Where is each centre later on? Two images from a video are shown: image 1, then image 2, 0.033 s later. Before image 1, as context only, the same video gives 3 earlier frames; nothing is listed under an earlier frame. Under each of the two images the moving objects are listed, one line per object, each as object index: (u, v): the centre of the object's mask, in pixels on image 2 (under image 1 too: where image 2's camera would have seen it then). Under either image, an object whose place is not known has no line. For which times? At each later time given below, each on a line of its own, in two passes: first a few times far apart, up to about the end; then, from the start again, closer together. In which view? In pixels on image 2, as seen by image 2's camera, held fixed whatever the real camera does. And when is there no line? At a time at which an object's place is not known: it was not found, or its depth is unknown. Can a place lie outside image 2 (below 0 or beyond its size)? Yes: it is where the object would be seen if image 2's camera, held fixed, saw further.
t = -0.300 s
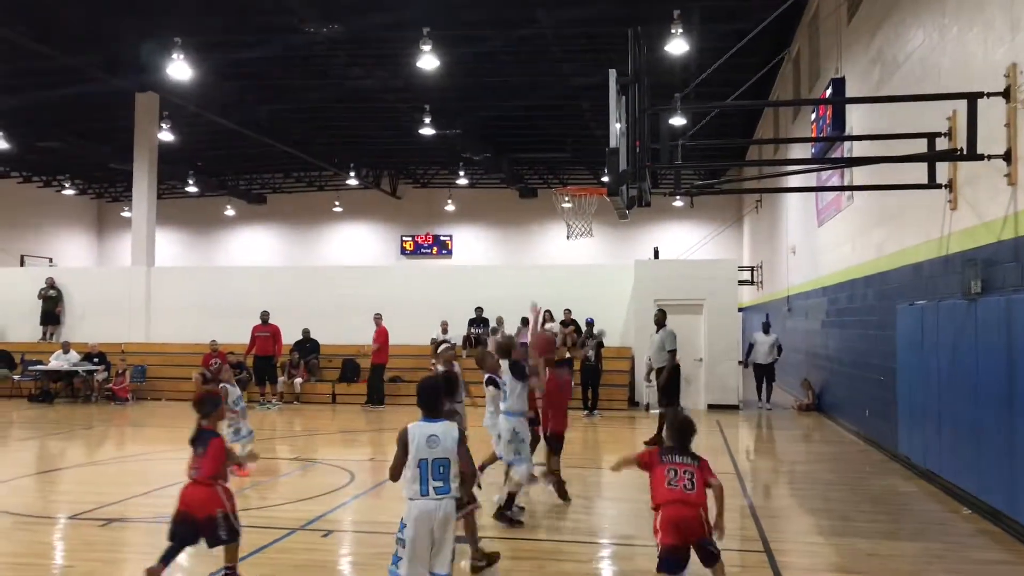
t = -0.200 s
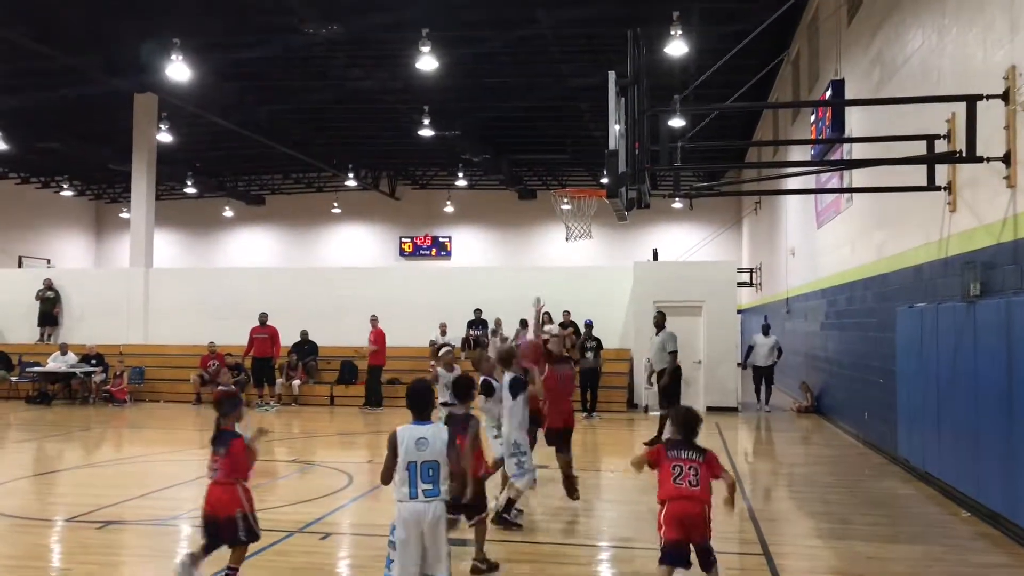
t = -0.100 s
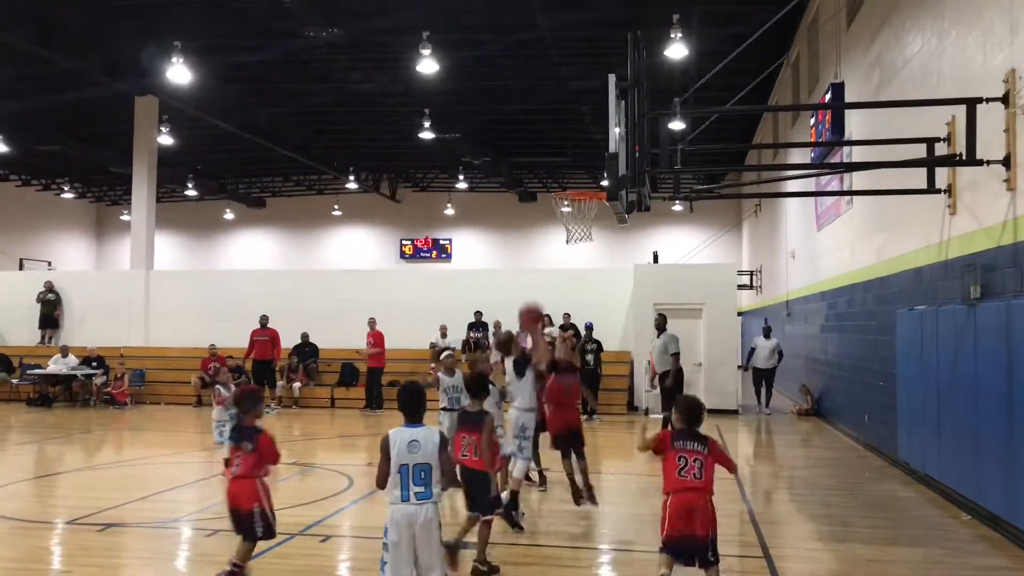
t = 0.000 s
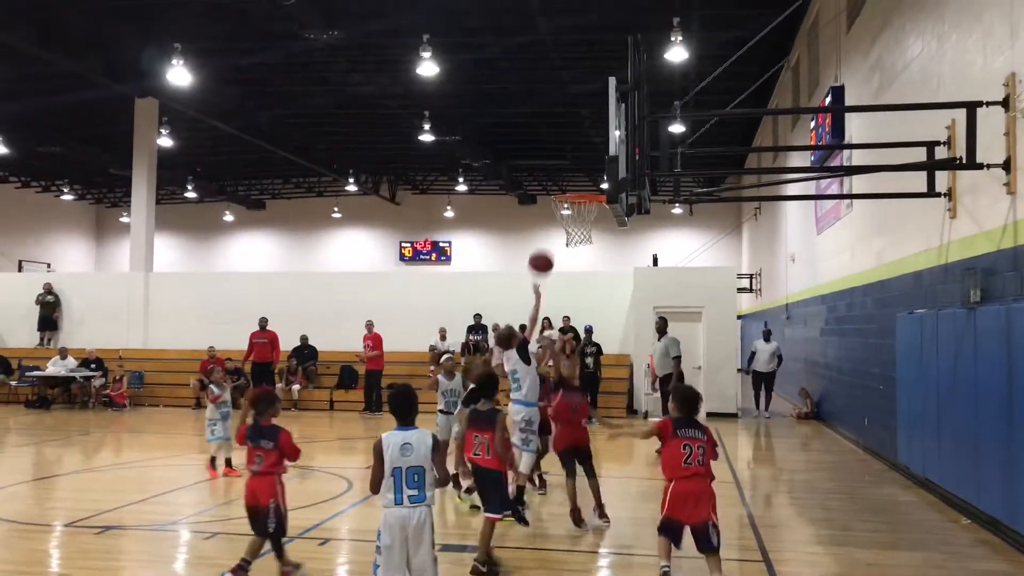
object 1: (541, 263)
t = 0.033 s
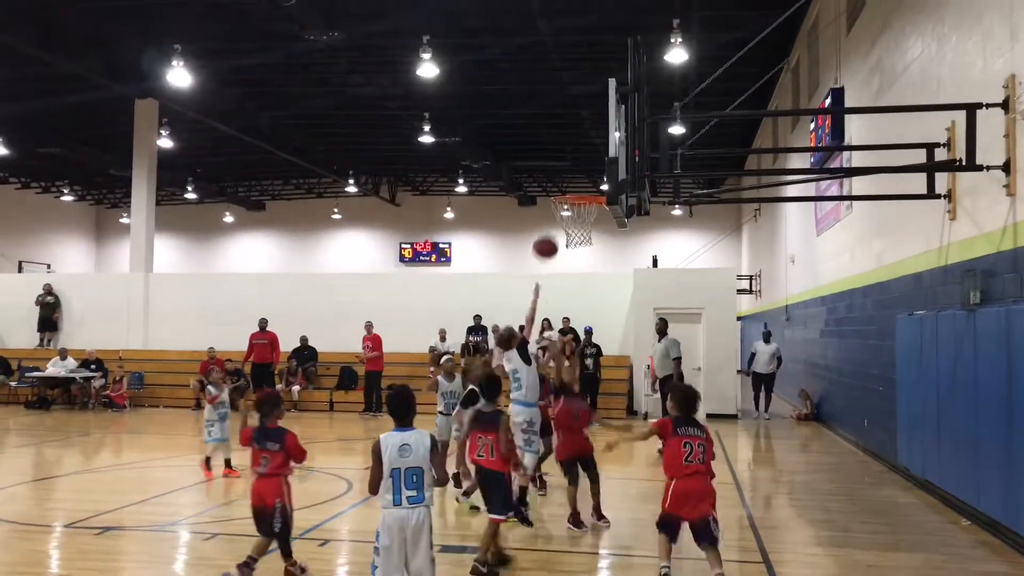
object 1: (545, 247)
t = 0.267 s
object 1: (579, 168)
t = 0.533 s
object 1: (597, 153)
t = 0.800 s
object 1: (579, 210)
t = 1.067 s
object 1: (562, 292)
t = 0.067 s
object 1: (551, 232)
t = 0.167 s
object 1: (564, 194)
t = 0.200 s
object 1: (568, 184)
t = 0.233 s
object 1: (573, 175)
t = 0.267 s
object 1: (579, 168)
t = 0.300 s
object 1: (581, 163)
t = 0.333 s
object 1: (585, 159)
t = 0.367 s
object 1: (589, 155)
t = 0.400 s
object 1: (593, 152)
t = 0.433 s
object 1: (597, 151)
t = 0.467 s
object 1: (599, 151)
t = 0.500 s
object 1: (599, 151)
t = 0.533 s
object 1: (597, 153)
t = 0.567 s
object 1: (595, 156)
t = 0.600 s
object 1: (593, 161)
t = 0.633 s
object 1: (590, 166)
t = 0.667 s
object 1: (587, 172)
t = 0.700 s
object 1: (584, 180)
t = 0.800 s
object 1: (579, 210)
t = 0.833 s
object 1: (577, 220)
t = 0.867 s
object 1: (574, 233)
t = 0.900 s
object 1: (570, 240)
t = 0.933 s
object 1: (570, 249)
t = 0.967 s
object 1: (568, 258)
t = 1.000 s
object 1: (565, 268)
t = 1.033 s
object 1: (564, 280)
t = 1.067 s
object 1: (562, 292)
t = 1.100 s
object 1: (561, 306)
